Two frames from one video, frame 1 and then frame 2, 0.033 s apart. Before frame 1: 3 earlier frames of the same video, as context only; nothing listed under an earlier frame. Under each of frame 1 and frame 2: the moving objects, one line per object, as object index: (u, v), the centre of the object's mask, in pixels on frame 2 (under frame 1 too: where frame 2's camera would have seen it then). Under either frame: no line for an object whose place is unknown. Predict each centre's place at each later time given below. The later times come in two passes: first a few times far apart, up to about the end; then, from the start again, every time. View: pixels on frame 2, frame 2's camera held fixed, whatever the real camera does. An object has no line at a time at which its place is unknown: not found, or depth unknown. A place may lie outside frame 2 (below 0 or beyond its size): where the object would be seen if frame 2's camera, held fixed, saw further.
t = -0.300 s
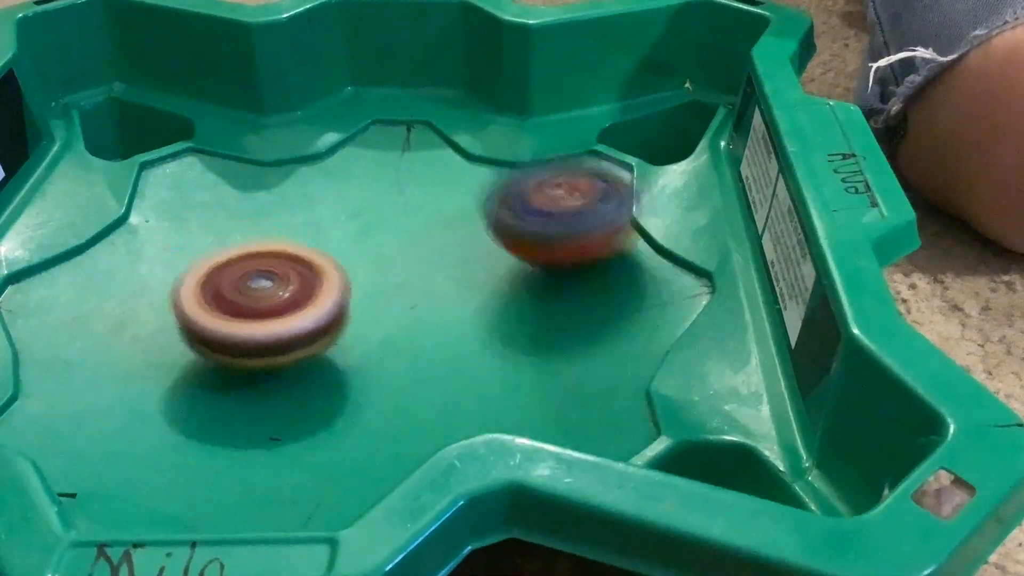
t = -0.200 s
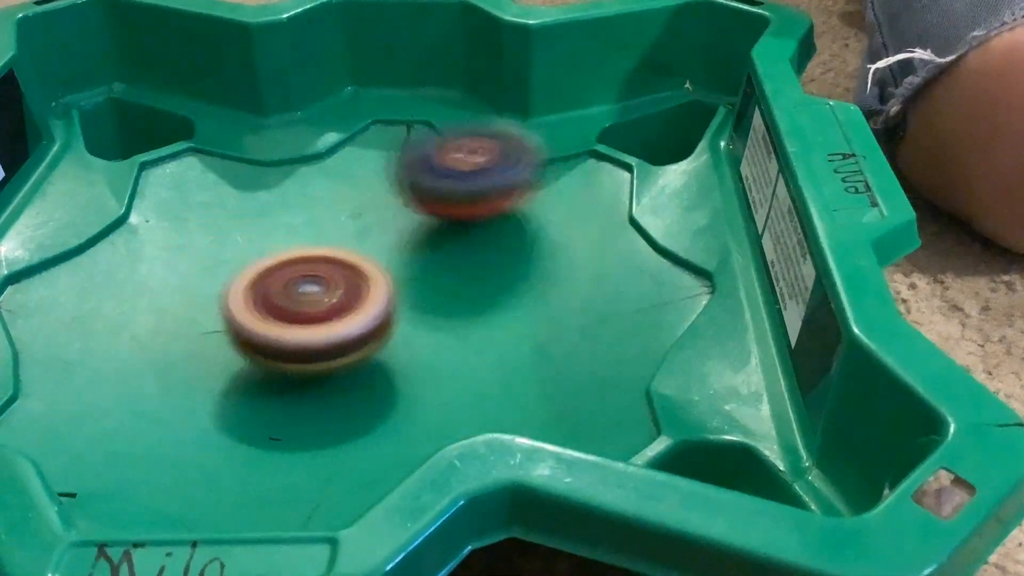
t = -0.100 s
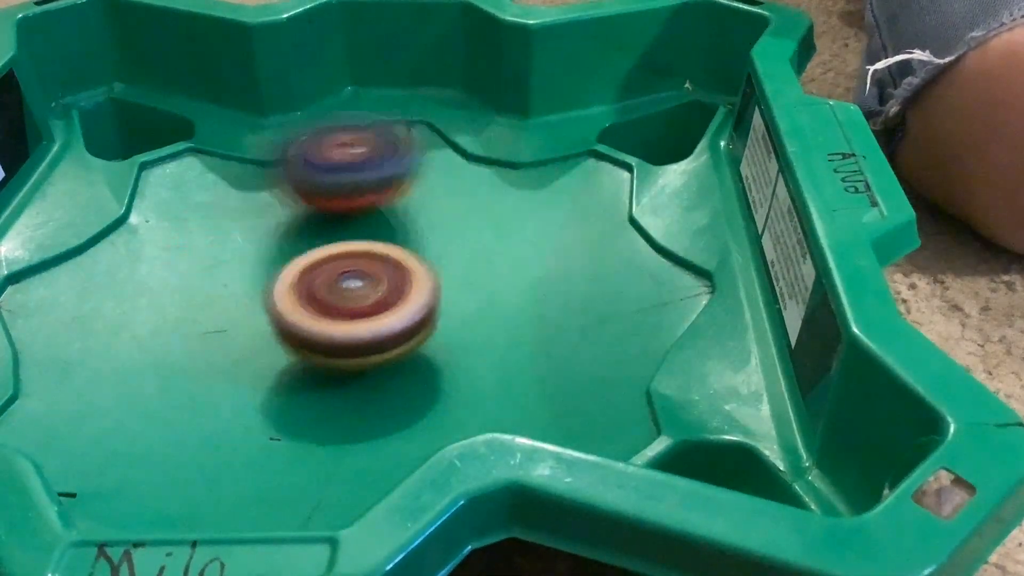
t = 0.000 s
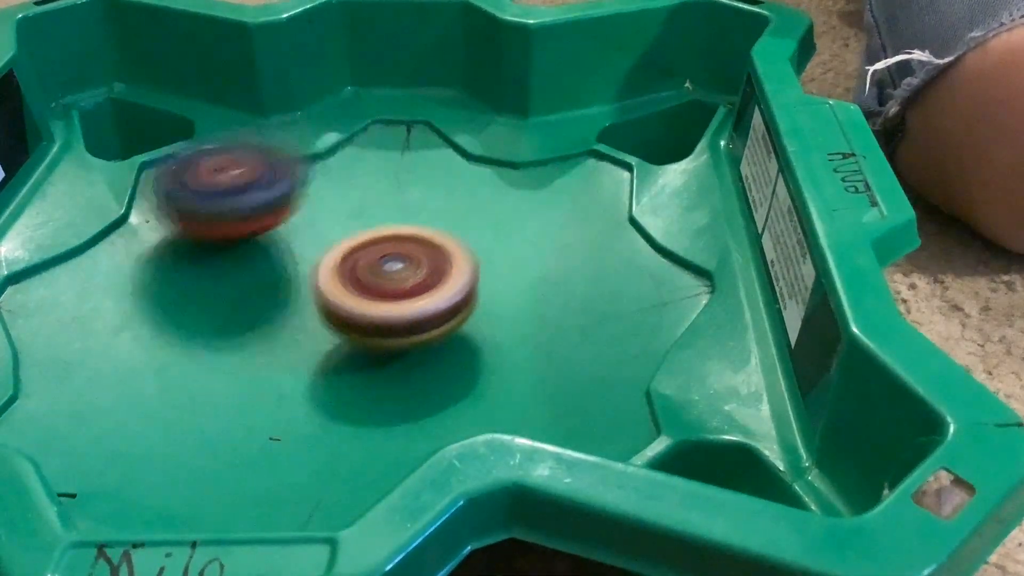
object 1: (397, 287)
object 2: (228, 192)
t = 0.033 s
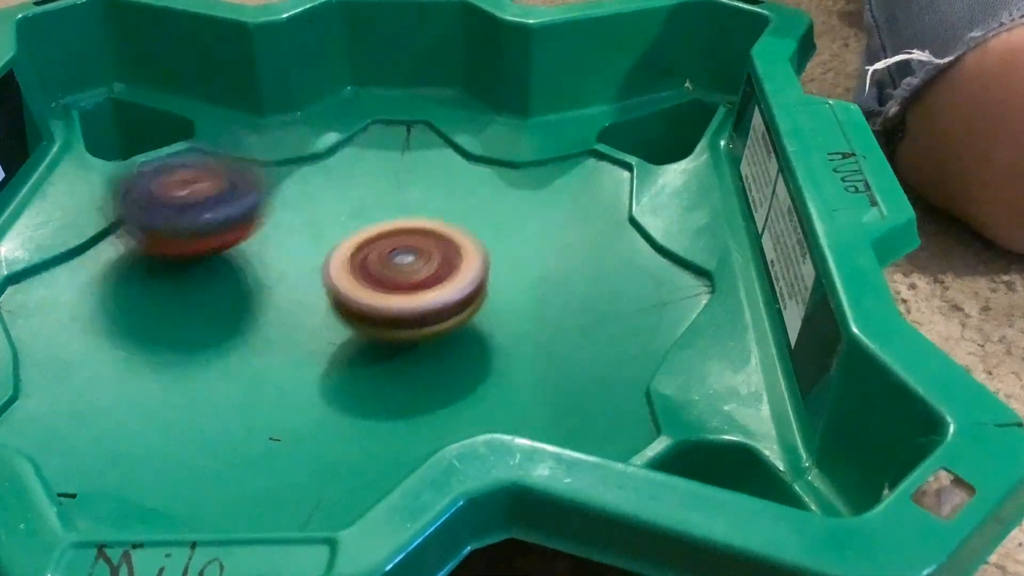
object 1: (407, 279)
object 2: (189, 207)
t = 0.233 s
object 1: (427, 244)
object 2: (72, 348)
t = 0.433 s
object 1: (411, 234)
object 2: (286, 440)
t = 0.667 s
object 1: (374, 246)
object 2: (563, 293)
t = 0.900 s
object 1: (355, 279)
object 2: (439, 166)
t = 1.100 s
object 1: (363, 304)
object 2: (222, 188)
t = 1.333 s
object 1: (372, 313)
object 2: (106, 353)
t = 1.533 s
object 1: (377, 308)
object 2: (358, 417)
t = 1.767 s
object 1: (362, 319)
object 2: (591, 300)
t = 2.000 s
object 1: (348, 318)
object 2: (466, 194)
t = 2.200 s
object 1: (321, 315)
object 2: (238, 225)
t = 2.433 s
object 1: (303, 321)
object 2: (98, 366)
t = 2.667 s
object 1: (297, 311)
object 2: (342, 428)
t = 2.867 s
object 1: (289, 301)
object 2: (523, 308)
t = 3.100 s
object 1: (295, 305)
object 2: (423, 192)
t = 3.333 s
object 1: (326, 285)
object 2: (204, 201)
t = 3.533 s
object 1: (325, 270)
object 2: (116, 329)
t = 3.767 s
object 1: (321, 273)
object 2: (370, 393)
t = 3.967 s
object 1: (358, 284)
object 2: (552, 295)
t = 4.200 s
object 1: (392, 274)
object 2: (493, 185)
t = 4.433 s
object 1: (384, 288)
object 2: (293, 177)
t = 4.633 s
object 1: (386, 294)
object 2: (175, 299)
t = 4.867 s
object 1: (374, 294)
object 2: (335, 401)
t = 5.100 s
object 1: (353, 305)
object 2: (555, 329)
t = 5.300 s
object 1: (324, 313)
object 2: (515, 233)
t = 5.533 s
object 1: (329, 320)
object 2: (292, 223)
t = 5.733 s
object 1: (340, 309)
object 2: (134, 302)
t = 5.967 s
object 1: (321, 298)
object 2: (201, 408)
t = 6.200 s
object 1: (303, 292)
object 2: (447, 349)
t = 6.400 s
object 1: (302, 293)
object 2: (471, 237)
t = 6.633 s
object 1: (320, 291)
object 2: (328, 185)
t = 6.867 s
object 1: (347, 292)
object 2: (176, 261)
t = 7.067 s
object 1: (380, 291)
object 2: (207, 358)
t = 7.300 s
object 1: (428, 267)
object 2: (392, 373)
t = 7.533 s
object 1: (449, 240)
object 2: (450, 343)
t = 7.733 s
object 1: (433, 231)
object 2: (377, 345)
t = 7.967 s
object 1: (384, 244)
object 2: (263, 347)
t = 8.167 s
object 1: (348, 277)
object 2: (189, 346)
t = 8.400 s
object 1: (370, 300)
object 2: (108, 377)
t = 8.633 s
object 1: (427, 298)
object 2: (181, 357)
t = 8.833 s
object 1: (475, 276)
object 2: (156, 325)
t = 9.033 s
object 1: (478, 258)
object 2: (215, 292)
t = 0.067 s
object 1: (415, 272)
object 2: (156, 227)
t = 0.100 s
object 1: (421, 265)
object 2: (125, 248)
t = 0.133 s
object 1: (424, 258)
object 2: (98, 270)
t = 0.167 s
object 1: (427, 252)
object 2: (78, 296)
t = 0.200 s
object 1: (428, 248)
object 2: (72, 321)
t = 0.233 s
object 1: (427, 244)
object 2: (72, 348)
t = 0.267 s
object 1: (426, 241)
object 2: (77, 376)
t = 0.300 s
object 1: (424, 239)
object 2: (92, 397)
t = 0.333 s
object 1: (421, 237)
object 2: (121, 420)
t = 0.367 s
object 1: (419, 236)
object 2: (167, 436)
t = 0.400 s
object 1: (415, 235)
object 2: (222, 443)
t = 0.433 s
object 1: (411, 234)
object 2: (286, 440)
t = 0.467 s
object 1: (406, 234)
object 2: (348, 429)
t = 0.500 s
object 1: (401, 234)
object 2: (403, 410)
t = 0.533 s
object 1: (395, 236)
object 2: (455, 389)
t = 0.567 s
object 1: (390, 237)
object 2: (502, 371)
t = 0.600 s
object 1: (384, 240)
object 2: (532, 348)
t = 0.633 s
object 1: (379, 243)
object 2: (553, 321)
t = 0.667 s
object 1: (374, 246)
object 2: (563, 293)
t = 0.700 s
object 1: (370, 251)
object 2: (562, 266)
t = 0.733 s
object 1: (366, 255)
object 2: (554, 243)
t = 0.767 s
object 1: (363, 259)
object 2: (539, 222)
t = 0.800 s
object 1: (360, 264)
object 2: (521, 203)
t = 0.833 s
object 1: (358, 269)
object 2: (497, 187)
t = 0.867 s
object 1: (356, 274)
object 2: (472, 177)
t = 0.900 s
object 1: (355, 279)
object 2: (439, 166)
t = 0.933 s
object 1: (355, 285)
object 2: (403, 160)
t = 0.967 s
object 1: (355, 290)
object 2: (371, 157)
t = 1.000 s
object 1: (356, 295)
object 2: (332, 157)
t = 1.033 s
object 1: (358, 299)
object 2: (293, 163)
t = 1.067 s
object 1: (360, 302)
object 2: (256, 171)
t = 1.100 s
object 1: (363, 304)
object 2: (222, 188)
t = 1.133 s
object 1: (365, 306)
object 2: (187, 204)
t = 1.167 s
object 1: (366, 307)
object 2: (158, 224)
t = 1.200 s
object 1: (368, 309)
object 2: (131, 247)
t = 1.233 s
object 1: (369, 310)
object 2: (110, 273)
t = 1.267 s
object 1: (370, 311)
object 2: (98, 301)
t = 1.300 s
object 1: (371, 312)
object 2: (95, 327)
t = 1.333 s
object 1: (372, 313)
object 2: (106, 353)
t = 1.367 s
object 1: (373, 315)
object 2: (127, 378)
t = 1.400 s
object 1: (373, 316)
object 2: (157, 399)
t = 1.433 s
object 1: (374, 317)
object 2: (202, 413)
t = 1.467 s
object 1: (377, 315)
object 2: (259, 419)
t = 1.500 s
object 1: (378, 311)
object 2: (311, 421)
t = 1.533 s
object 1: (377, 308)
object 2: (358, 417)
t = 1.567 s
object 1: (374, 312)
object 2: (398, 407)
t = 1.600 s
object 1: (373, 312)
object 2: (450, 391)
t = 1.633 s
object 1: (373, 315)
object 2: (496, 379)
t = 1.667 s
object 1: (373, 317)
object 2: (535, 364)
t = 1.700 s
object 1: (370, 318)
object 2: (561, 344)
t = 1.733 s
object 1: (366, 319)
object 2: (580, 322)
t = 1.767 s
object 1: (362, 319)
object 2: (591, 300)
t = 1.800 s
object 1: (356, 319)
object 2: (593, 278)
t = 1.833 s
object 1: (350, 318)
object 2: (586, 258)
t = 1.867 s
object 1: (345, 318)
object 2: (575, 240)
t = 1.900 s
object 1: (344, 318)
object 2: (554, 223)
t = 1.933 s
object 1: (346, 318)
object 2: (531, 210)
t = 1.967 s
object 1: (347, 319)
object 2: (500, 201)
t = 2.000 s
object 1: (348, 318)
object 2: (466, 194)
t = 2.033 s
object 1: (345, 316)
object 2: (427, 193)
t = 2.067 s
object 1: (339, 314)
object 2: (388, 193)
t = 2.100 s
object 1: (331, 312)
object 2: (351, 196)
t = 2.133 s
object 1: (327, 312)
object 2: (308, 203)
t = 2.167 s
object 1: (323, 314)
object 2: (274, 213)
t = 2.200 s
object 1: (321, 315)
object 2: (238, 225)
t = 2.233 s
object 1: (319, 318)
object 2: (205, 240)
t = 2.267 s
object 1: (318, 319)
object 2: (174, 257)
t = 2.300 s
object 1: (315, 321)
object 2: (147, 275)
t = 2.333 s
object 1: (312, 321)
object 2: (123, 296)
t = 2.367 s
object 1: (309, 322)
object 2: (106, 318)
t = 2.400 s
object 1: (306, 321)
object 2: (98, 342)
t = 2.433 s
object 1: (303, 321)
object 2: (98, 366)
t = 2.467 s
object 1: (301, 321)
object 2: (105, 389)
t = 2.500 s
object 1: (300, 320)
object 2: (124, 409)
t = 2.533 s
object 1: (301, 318)
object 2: (156, 423)
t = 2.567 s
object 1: (300, 315)
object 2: (195, 433)
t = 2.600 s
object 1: (298, 314)
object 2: (243, 434)
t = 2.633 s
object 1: (298, 307)
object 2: (291, 430)
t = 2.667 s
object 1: (297, 311)
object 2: (342, 428)
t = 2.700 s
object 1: (297, 311)
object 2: (383, 412)
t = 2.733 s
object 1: (296, 309)
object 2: (428, 392)
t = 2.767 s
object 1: (296, 307)
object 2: (470, 375)
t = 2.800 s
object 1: (295, 305)
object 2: (495, 354)
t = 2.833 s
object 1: (292, 303)
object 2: (513, 332)
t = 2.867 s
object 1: (289, 301)
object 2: (523, 308)
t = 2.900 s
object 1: (285, 301)
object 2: (525, 286)
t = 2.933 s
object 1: (282, 300)
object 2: (520, 265)
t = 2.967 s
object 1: (279, 301)
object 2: (508, 246)
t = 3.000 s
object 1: (278, 303)
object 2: (491, 228)
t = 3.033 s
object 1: (280, 306)
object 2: (472, 213)
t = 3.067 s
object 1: (286, 307)
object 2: (449, 202)
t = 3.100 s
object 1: (295, 305)
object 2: (423, 192)
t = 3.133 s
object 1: (302, 304)
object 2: (392, 183)
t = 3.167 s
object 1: (310, 300)
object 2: (361, 180)
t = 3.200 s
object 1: (315, 297)
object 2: (330, 177)
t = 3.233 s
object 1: (319, 295)
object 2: (299, 179)
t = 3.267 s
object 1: (322, 292)
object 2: (267, 184)
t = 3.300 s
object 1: (324, 288)
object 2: (235, 191)
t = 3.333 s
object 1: (326, 285)
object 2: (204, 201)
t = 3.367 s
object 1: (327, 282)
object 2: (176, 217)
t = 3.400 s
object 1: (328, 279)
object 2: (152, 235)
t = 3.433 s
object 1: (328, 276)
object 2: (131, 256)
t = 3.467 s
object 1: (327, 274)
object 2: (116, 279)
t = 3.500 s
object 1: (327, 272)
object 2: (111, 303)
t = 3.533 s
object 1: (325, 270)
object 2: (116, 329)
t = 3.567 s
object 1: (324, 268)
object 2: (129, 351)
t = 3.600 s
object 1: (322, 267)
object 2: (154, 372)
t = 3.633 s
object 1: (321, 267)
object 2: (191, 386)
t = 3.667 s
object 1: (320, 267)
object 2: (233, 395)
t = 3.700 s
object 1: (319, 268)
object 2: (279, 397)
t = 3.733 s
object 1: (319, 270)
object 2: (322, 395)
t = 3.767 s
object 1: (321, 273)
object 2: (370, 393)
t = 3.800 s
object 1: (324, 276)
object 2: (409, 383)
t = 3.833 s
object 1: (329, 279)
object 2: (449, 369)
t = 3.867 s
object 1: (335, 281)
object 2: (485, 352)
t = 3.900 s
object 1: (343, 284)
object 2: (515, 335)
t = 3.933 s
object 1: (351, 284)
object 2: (536, 316)
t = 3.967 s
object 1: (358, 284)
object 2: (552, 295)
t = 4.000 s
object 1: (366, 283)
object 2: (561, 274)
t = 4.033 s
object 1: (373, 282)
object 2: (562, 257)
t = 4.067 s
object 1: (378, 282)
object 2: (557, 240)
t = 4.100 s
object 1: (382, 280)
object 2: (548, 223)
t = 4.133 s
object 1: (386, 278)
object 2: (534, 208)
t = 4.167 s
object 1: (389, 276)
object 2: (515, 195)
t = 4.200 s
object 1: (392, 274)
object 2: (493, 185)
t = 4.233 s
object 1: (392, 273)
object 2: (467, 178)
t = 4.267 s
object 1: (387, 277)
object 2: (440, 169)
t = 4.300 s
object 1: (384, 280)
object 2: (413, 163)
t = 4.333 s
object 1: (381, 283)
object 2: (386, 161)
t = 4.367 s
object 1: (383, 284)
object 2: (356, 161)
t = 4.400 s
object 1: (383, 286)
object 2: (325, 166)
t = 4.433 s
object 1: (384, 288)
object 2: (293, 177)
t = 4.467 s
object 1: (385, 290)
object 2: (265, 191)
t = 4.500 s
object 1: (387, 291)
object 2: (237, 209)
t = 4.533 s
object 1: (387, 291)
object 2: (213, 229)
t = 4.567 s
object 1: (386, 292)
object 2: (194, 251)
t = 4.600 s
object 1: (386, 293)
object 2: (181, 275)
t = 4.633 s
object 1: (386, 294)
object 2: (175, 299)
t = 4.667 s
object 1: (384, 295)
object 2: (177, 322)
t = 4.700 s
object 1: (383, 296)
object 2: (187, 345)
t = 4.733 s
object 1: (381, 297)
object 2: (204, 363)
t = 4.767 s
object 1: (380, 297)
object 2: (231, 380)
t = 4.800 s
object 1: (381, 294)
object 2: (265, 393)
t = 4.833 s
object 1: (377, 293)
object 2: (299, 398)
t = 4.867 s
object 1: (374, 294)
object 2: (335, 401)
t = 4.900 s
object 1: (373, 294)
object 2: (371, 400)
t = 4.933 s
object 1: (369, 294)
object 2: (399, 395)
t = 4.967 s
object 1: (360, 295)
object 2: (442, 385)
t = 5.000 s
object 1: (357, 300)
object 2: (478, 375)
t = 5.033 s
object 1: (358, 303)
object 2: (508, 363)
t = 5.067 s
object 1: (356, 305)
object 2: (536, 346)
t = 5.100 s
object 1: (353, 305)
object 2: (555, 329)
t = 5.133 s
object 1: (349, 305)
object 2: (567, 310)
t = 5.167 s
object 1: (344, 307)
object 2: (571, 293)
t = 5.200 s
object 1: (339, 308)
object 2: (567, 274)
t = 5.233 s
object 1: (334, 309)
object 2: (555, 259)
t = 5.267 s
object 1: (328, 311)
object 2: (538, 246)
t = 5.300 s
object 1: (324, 313)
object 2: (515, 233)
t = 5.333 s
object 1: (323, 315)
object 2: (488, 224)
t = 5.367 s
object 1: (323, 317)
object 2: (458, 218)
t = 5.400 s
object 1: (324, 318)
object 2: (426, 215)
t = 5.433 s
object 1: (325, 319)
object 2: (393, 214)
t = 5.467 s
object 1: (326, 319)
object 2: (359, 214)
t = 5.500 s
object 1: (327, 320)
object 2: (327, 216)
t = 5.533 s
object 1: (329, 320)
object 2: (292, 223)
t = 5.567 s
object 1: (331, 320)
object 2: (259, 232)
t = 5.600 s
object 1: (333, 319)
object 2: (229, 244)
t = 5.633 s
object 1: (337, 318)
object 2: (202, 256)
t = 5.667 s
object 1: (340, 316)
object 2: (176, 270)
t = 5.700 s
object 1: (342, 313)
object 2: (153, 285)
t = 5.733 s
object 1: (340, 309)
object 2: (134, 302)
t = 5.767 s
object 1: (337, 307)
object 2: (120, 320)
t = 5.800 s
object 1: (333, 306)
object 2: (114, 338)
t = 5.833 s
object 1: (329, 304)
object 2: (114, 357)
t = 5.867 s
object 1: (326, 303)
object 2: (124, 375)
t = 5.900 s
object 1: (324, 302)
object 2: (139, 390)
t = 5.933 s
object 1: (321, 302)
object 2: (165, 402)
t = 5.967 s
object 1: (321, 298)
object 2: (201, 408)
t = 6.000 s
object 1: (319, 295)
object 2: (238, 411)
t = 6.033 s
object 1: (317, 293)
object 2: (272, 411)
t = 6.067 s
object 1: (313, 289)
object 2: (316, 403)
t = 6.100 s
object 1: (309, 290)
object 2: (352, 395)
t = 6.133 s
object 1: (306, 290)
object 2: (387, 384)
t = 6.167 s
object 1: (304, 291)
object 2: (421, 368)
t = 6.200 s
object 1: (303, 292)
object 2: (447, 349)
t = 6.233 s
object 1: (305, 292)
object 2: (467, 330)
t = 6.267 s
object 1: (304, 292)
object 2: (480, 309)
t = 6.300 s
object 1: (302, 292)
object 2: (485, 290)
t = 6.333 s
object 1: (302, 292)
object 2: (486, 270)
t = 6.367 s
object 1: (302, 292)
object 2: (481, 252)
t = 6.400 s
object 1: (302, 293)
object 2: (471, 237)
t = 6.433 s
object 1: (304, 293)
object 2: (458, 223)
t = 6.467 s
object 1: (305, 293)
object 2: (441, 212)
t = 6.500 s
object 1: (306, 293)
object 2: (422, 203)
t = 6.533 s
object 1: (309, 292)
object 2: (402, 194)
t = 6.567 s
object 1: (312, 292)
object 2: (380, 188)
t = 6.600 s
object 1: (316, 291)
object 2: (354, 184)
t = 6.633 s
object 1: (320, 291)
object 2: (328, 185)
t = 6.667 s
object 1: (324, 291)
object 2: (302, 187)
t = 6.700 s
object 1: (327, 290)
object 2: (276, 194)
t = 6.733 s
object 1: (329, 290)
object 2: (251, 204)
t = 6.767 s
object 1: (333, 290)
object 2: (228, 218)
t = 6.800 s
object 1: (338, 292)
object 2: (207, 232)
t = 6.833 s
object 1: (343, 292)
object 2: (189, 245)
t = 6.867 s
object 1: (347, 292)
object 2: (176, 261)
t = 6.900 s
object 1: (349, 292)
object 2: (168, 279)
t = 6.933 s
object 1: (352, 292)
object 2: (166, 297)
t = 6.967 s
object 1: (355, 292)
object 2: (170, 314)
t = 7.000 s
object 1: (363, 292)
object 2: (176, 330)
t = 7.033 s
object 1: (371, 292)
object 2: (187, 345)
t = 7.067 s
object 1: (380, 291)
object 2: (207, 358)
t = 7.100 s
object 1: (389, 289)
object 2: (233, 369)
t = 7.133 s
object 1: (398, 286)
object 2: (265, 373)
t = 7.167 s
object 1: (406, 281)
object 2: (294, 375)
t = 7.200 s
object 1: (416, 276)
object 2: (316, 379)
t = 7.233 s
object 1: (421, 274)
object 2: (343, 381)
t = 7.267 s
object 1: (425, 272)
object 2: (370, 378)
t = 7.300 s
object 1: (428, 267)
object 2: (392, 373)
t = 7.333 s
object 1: (434, 263)
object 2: (408, 369)
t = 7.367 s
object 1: (441, 257)
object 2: (425, 366)
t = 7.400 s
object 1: (443, 254)
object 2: (441, 362)
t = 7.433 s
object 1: (446, 252)
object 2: (449, 356)
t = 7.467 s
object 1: (447, 248)
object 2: (451, 349)
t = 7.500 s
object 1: (448, 244)
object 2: (452, 345)
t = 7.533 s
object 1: (449, 240)
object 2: (450, 343)
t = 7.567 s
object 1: (449, 238)
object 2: (443, 341)
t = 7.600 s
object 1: (449, 235)
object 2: (432, 343)
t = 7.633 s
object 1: (447, 233)
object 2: (421, 343)
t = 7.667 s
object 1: (444, 231)
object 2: (407, 343)
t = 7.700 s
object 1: (439, 230)
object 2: (391, 345)
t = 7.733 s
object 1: (433, 231)
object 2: (377, 345)
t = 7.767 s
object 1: (426, 231)
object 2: (363, 345)
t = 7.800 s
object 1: (420, 231)
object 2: (345, 347)
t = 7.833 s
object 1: (414, 232)
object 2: (328, 347)
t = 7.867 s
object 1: (406, 234)
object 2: (313, 347)
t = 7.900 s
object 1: (399, 237)
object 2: (294, 346)
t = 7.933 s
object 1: (392, 240)
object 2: (278, 346)
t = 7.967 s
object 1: (384, 244)
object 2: (263, 347)
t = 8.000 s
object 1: (376, 249)
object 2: (248, 346)
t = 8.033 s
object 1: (369, 253)
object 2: (236, 346)
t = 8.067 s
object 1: (363, 259)
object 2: (225, 345)
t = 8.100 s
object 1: (357, 264)
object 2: (215, 344)
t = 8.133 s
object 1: (352, 270)
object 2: (199, 345)
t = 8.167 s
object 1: (348, 277)
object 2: (189, 346)
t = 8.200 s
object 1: (348, 281)
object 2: (171, 347)
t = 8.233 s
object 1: (354, 284)
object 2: (145, 352)
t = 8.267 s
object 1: (357, 287)
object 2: (128, 357)
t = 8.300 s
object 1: (360, 291)
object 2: (114, 363)
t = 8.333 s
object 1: (362, 295)
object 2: (105, 368)
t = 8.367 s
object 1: (366, 298)
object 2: (103, 374)
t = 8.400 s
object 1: (370, 300)
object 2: (108, 377)
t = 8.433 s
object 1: (373, 301)
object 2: (117, 380)
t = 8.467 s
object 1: (376, 303)
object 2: (135, 381)
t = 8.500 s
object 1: (379, 304)
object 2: (156, 378)
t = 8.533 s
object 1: (381, 306)
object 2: (177, 374)
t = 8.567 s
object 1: (382, 307)
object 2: (200, 367)
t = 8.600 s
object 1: (401, 304)
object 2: (196, 361)
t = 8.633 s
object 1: (427, 298)
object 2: (181, 357)
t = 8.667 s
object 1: (440, 294)
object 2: (171, 350)
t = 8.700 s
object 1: (449, 290)
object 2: (160, 347)
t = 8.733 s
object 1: (458, 286)
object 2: (156, 342)
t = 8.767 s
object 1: (465, 283)
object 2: (153, 337)
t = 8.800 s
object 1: (470, 279)
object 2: (154, 332)
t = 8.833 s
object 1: (475, 276)
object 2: (156, 325)
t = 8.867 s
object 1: (479, 272)
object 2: (160, 321)
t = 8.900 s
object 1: (481, 268)
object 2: (172, 314)
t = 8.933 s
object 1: (482, 265)
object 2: (179, 309)
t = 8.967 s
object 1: (482, 263)
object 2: (190, 304)
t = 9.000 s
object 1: (481, 260)
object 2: (202, 297)
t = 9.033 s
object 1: (478, 258)
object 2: (215, 292)
